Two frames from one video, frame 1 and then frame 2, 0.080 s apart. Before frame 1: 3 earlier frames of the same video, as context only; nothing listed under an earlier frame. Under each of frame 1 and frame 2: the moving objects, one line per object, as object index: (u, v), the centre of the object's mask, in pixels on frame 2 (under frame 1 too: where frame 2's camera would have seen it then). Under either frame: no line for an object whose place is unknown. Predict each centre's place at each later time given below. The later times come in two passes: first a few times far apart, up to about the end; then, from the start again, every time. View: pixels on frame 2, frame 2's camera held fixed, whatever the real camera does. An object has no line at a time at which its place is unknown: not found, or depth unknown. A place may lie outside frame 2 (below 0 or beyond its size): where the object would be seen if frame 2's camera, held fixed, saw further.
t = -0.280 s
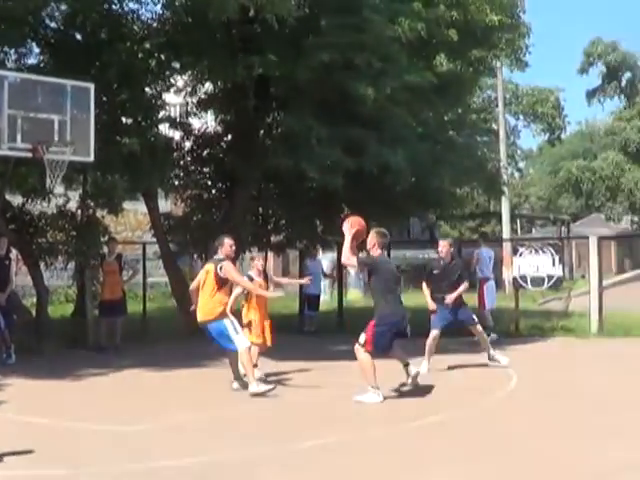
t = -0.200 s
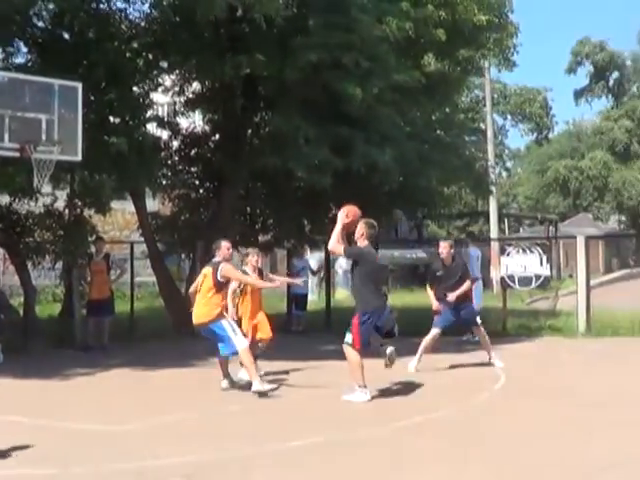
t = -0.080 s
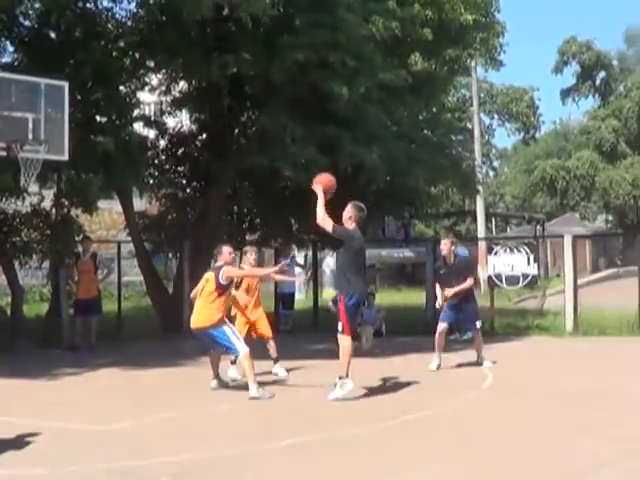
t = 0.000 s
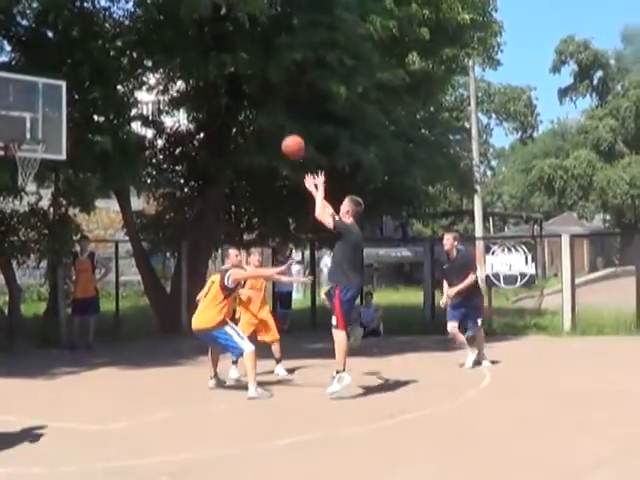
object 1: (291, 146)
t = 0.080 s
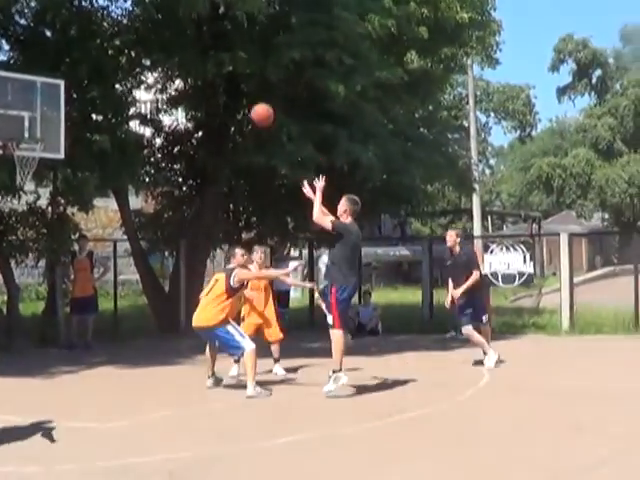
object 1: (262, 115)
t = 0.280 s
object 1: (193, 67)
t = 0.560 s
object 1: (109, 62)
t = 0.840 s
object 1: (35, 119)
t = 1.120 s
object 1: (33, 151)
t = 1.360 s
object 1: (31, 160)
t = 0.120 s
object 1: (248, 101)
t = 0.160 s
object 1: (234, 91)
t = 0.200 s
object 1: (220, 82)
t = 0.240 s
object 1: (206, 74)
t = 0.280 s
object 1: (193, 67)
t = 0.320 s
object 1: (181, 62)
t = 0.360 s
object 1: (168, 59)
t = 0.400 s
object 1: (156, 57)
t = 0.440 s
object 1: (143, 55)
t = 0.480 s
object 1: (132, 56)
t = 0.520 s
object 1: (120, 58)
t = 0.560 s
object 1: (109, 62)
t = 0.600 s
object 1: (98, 67)
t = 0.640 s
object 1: (87, 72)
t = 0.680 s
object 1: (76, 79)
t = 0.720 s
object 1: (67, 87)
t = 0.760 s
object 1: (56, 96)
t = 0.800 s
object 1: (45, 109)
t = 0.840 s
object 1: (35, 119)
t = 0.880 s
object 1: (26, 133)
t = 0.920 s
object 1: (21, 145)
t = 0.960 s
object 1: (24, 153)
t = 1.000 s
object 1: (30, 163)
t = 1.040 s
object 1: (30, 160)
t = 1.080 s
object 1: (32, 156)
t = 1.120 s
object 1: (33, 151)
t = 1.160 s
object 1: (34, 150)
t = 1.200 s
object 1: (33, 150)
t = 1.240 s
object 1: (33, 150)
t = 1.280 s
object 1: (33, 152)
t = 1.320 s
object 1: (32, 156)
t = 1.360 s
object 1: (31, 160)
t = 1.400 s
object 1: (30, 165)
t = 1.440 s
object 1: (31, 174)
